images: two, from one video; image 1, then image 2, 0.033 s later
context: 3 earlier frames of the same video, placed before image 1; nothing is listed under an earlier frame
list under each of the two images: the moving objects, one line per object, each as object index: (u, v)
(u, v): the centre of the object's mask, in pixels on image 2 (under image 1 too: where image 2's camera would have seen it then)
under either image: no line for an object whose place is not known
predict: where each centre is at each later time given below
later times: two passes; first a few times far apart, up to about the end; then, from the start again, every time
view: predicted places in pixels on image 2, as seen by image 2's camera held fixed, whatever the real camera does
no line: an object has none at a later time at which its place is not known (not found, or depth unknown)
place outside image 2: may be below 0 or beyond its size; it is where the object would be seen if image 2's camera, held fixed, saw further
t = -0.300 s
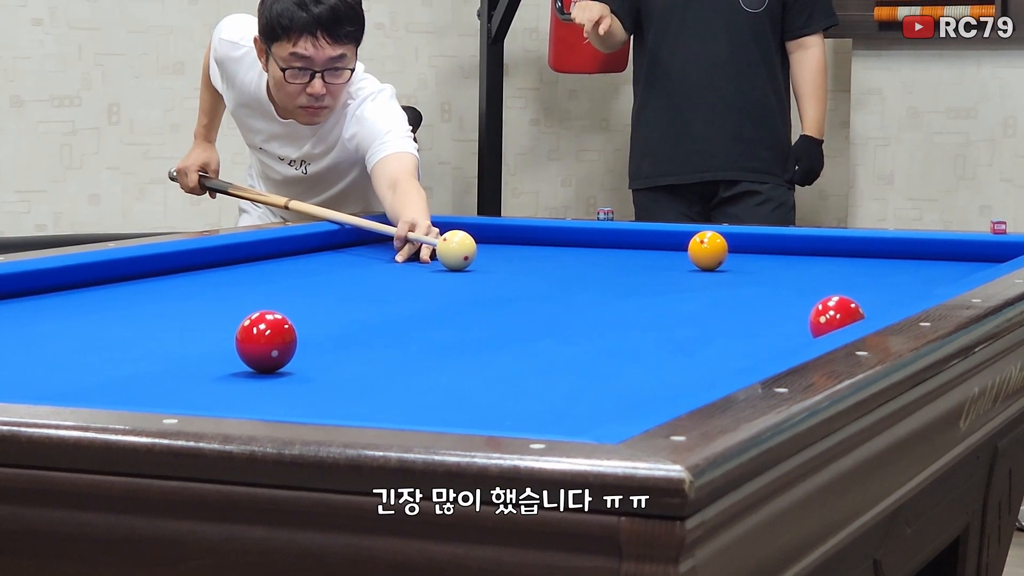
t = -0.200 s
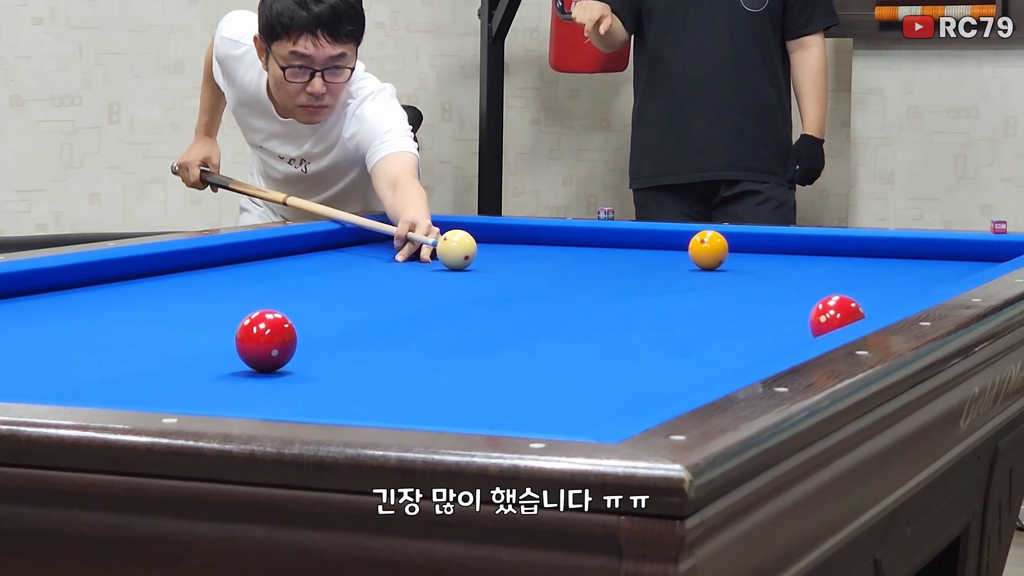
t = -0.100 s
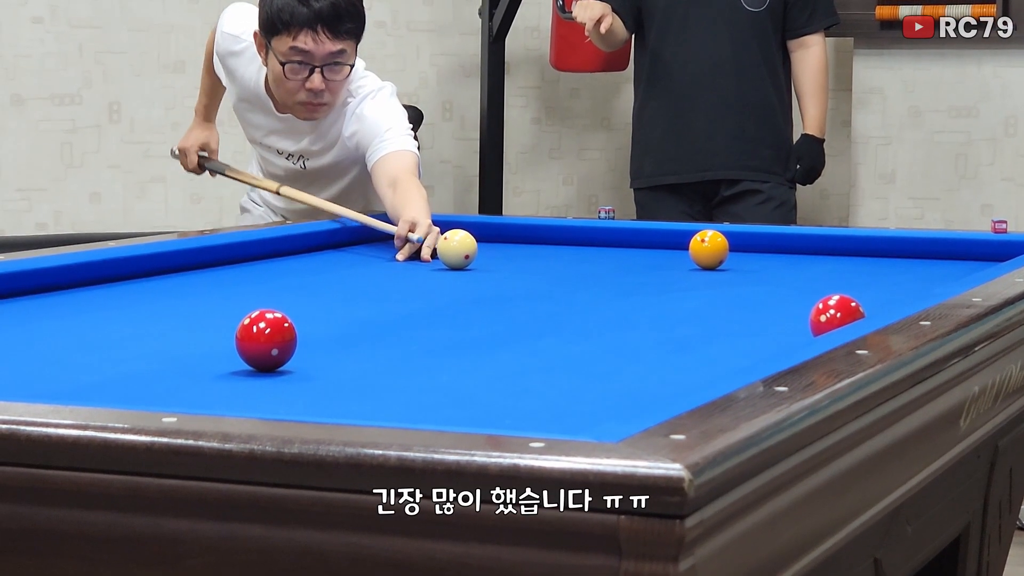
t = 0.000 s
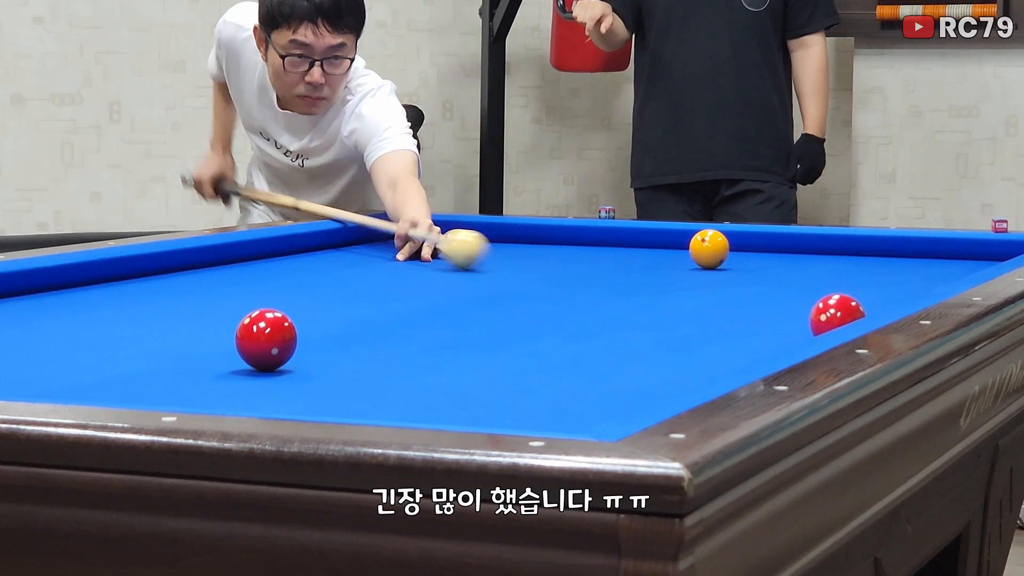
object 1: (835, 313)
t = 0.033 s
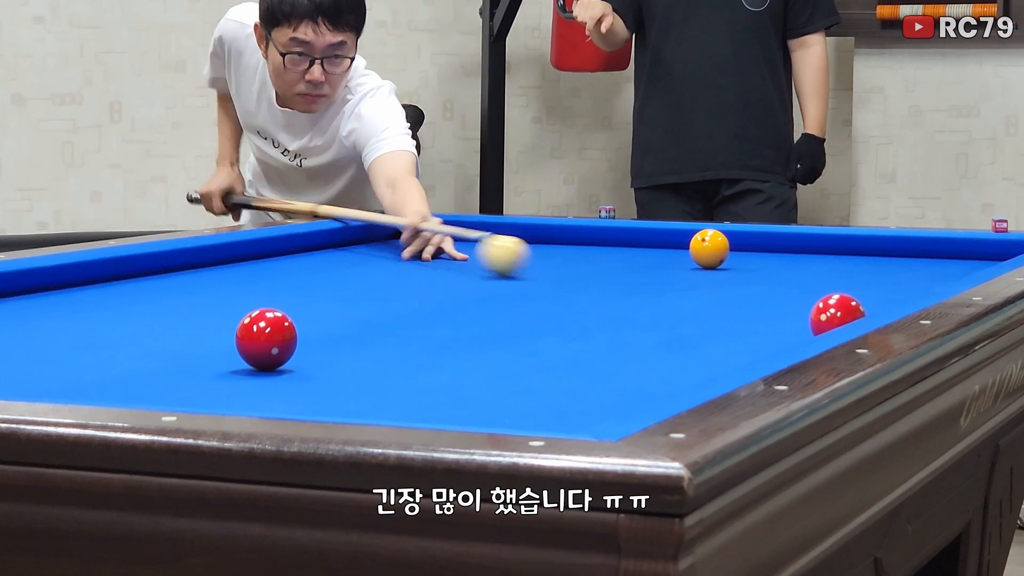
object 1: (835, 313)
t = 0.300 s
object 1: (815, 320)
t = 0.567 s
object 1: (659, 373)
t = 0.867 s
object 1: (536, 409)
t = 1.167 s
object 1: (665, 373)
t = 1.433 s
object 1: (746, 345)
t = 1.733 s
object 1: (807, 322)
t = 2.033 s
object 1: (852, 304)
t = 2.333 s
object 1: (890, 288)
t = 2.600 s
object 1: (920, 277)
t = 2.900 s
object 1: (948, 265)
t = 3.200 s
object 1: (973, 255)
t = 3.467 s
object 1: (989, 248)
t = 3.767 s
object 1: (990, 246)
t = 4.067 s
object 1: (978, 251)
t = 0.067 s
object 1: (835, 313)
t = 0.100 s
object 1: (835, 313)
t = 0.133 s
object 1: (835, 313)
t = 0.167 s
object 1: (835, 313)
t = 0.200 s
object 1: (834, 313)
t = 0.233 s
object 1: (835, 313)
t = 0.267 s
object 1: (832, 313)
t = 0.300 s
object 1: (815, 320)
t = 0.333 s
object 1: (795, 326)
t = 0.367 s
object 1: (776, 333)
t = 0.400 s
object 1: (757, 339)
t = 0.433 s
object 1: (737, 346)
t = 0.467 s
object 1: (718, 352)
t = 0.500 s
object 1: (698, 359)
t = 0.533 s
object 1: (679, 366)
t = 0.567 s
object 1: (659, 373)
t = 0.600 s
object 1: (639, 379)
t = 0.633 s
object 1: (619, 386)
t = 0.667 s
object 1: (597, 394)
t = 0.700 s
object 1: (575, 401)
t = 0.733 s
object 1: (553, 406)
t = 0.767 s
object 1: (529, 409)
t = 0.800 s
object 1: (503, 412)
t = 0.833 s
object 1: (513, 411)
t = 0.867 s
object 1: (536, 409)
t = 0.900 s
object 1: (555, 406)
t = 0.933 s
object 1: (573, 402)
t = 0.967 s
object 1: (589, 398)
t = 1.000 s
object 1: (603, 393)
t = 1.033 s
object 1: (617, 389)
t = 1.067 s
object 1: (629, 384)
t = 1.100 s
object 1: (641, 380)
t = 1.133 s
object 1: (653, 376)
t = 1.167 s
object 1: (665, 373)
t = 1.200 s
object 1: (676, 369)
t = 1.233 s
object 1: (687, 365)
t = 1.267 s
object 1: (697, 362)
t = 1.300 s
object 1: (708, 358)
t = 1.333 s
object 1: (718, 355)
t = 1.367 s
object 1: (728, 351)
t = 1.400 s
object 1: (737, 348)
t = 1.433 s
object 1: (746, 345)
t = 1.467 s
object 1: (756, 342)
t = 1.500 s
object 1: (765, 339)
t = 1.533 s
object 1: (772, 336)
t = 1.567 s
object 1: (778, 334)
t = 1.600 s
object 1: (784, 331)
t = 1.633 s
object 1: (790, 329)
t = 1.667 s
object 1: (796, 327)
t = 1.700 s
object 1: (802, 324)
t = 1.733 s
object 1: (807, 322)
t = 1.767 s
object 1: (812, 320)
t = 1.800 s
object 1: (818, 318)
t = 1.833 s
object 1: (823, 316)
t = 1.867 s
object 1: (828, 314)
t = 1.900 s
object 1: (833, 312)
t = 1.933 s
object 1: (838, 310)
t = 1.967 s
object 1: (843, 308)
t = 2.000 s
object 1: (847, 306)
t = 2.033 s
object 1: (852, 304)
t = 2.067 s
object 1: (857, 302)
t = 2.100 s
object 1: (861, 300)
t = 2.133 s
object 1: (865, 299)
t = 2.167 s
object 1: (870, 297)
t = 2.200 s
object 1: (874, 295)
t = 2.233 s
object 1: (878, 293)
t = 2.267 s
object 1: (882, 292)
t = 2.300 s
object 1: (886, 290)
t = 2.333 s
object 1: (890, 288)
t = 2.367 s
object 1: (894, 287)
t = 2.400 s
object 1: (898, 285)
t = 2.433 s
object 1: (902, 284)
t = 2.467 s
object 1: (906, 282)
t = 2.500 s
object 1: (910, 281)
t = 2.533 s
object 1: (913, 279)
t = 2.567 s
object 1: (917, 278)
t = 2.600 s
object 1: (920, 277)
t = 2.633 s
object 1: (923, 275)
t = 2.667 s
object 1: (927, 274)
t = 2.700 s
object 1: (930, 273)
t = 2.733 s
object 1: (933, 271)
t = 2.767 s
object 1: (936, 270)
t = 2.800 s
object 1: (939, 269)
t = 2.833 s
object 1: (942, 268)
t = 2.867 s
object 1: (945, 267)
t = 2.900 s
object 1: (948, 265)
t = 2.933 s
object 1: (951, 264)
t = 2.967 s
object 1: (954, 263)
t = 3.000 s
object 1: (957, 262)
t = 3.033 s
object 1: (960, 260)
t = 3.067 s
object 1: (963, 260)
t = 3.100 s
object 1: (965, 258)
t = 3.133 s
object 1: (968, 257)
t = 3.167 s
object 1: (971, 256)
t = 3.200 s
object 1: (973, 255)
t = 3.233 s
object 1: (976, 254)
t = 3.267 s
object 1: (978, 253)
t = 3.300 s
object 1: (981, 252)
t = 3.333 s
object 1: (983, 251)
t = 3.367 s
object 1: (985, 250)
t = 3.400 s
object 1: (986, 249)
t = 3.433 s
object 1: (988, 248)
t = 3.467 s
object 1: (989, 248)
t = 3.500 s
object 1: (990, 247)
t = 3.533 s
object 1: (991, 247)
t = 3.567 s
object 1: (992, 246)
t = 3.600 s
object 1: (993, 245)
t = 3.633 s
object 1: (994, 245)
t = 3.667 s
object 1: (994, 245)
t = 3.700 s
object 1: (992, 245)
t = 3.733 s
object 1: (991, 246)
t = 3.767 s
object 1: (990, 246)
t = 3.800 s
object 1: (989, 246)
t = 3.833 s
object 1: (987, 247)
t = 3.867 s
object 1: (986, 247)
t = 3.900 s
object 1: (985, 248)
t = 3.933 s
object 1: (984, 248)
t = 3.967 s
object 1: (982, 249)
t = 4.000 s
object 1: (981, 249)
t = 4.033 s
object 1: (980, 250)
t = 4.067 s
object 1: (978, 251)
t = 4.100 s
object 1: (977, 251)
